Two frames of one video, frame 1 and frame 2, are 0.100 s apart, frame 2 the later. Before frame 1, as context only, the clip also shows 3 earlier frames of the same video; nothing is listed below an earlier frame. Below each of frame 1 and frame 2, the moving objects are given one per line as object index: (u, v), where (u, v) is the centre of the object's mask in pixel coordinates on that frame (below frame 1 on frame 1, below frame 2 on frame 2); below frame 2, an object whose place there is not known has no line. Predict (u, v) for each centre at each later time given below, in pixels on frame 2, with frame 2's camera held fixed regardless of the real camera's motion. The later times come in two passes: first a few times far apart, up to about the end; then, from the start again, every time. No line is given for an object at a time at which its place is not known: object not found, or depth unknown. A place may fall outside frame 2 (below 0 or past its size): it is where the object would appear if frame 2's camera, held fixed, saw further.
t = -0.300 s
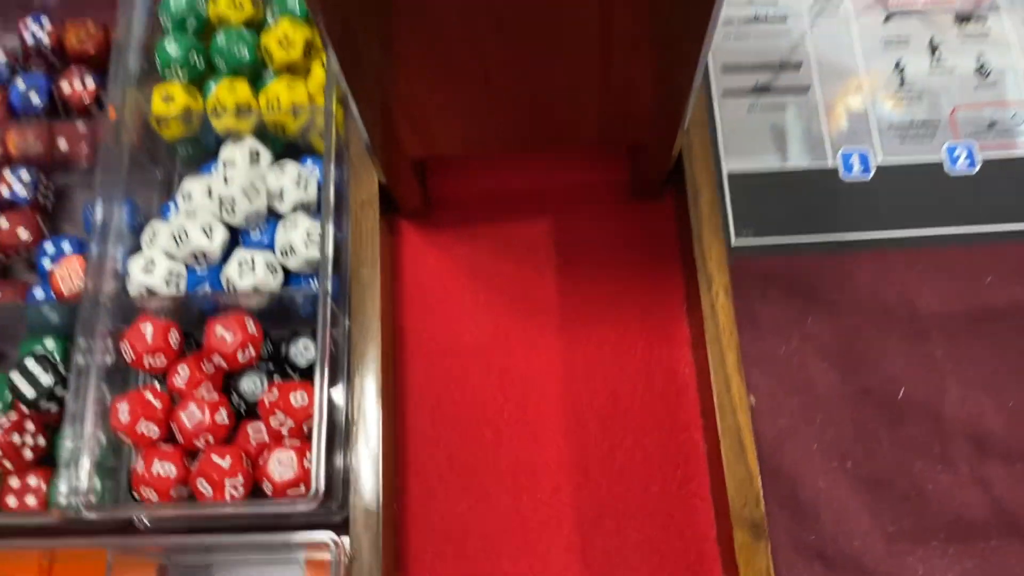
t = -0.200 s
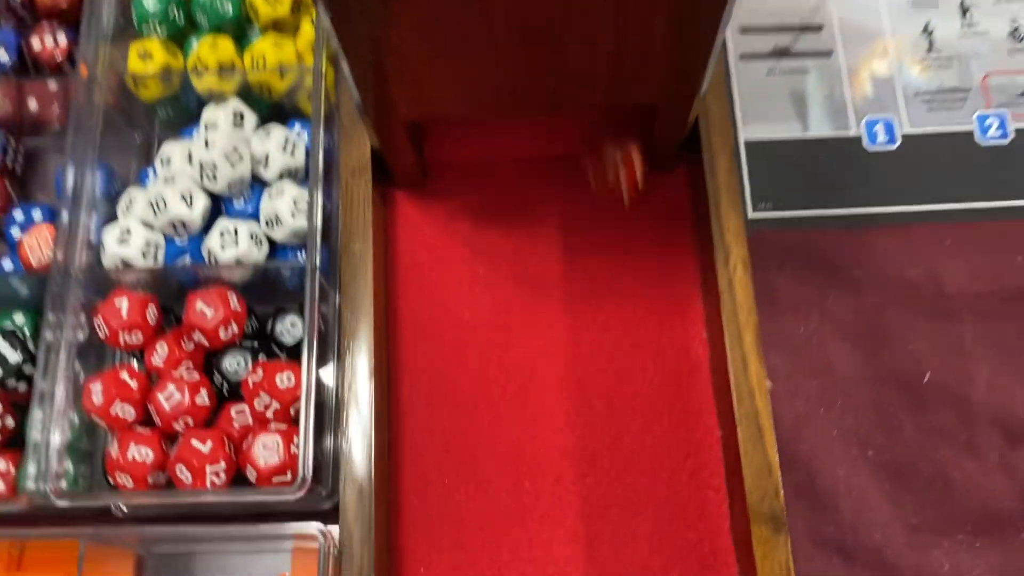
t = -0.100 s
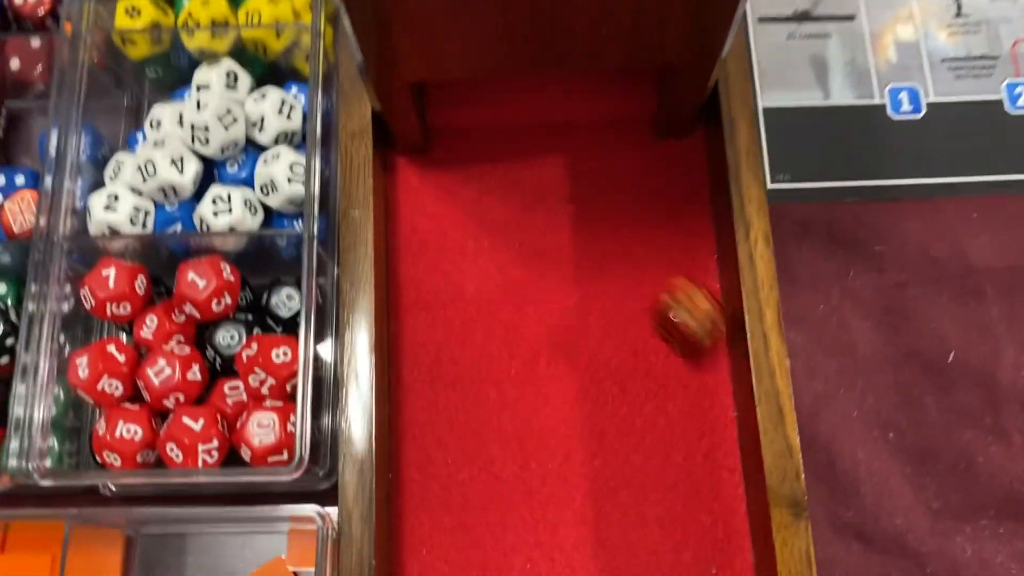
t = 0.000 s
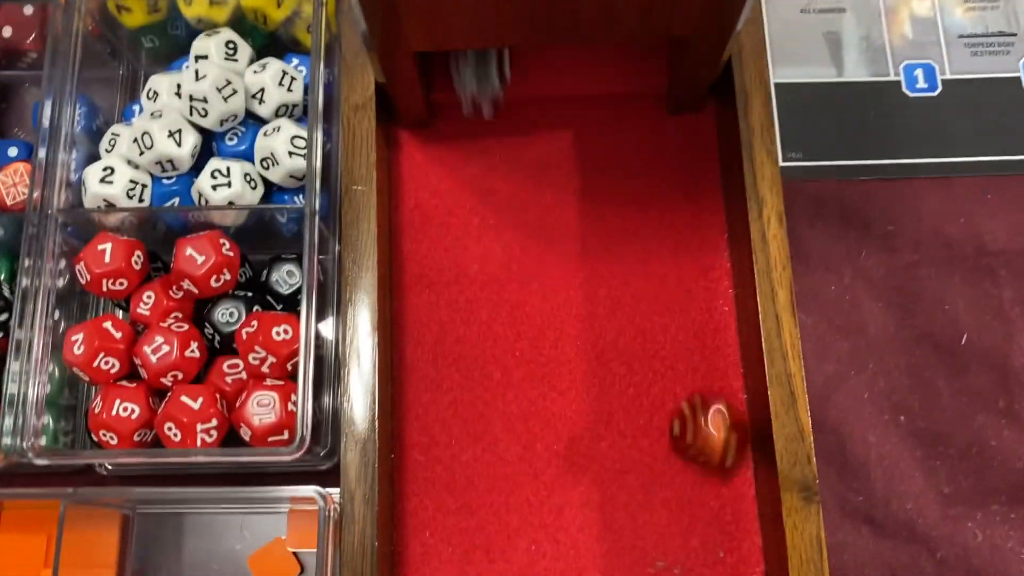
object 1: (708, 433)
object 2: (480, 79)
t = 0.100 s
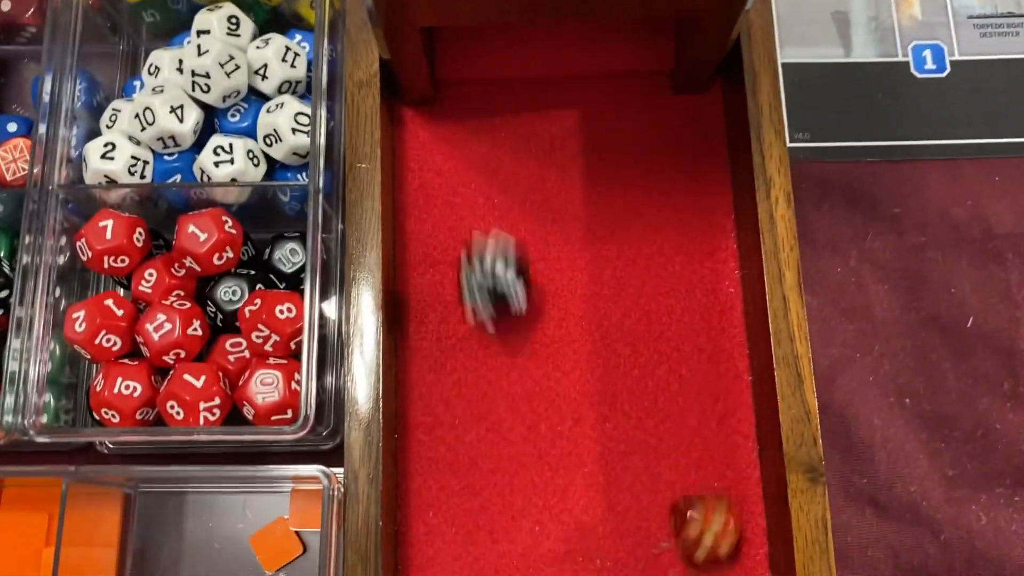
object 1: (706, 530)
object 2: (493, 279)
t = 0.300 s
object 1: (702, 569)
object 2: (440, 514)
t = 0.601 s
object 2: (462, 444)
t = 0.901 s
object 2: (453, 449)
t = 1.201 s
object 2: (454, 449)
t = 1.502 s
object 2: (453, 450)
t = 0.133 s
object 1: (697, 549)
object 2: (496, 365)
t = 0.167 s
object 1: (684, 564)
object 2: (495, 435)
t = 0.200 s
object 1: (678, 564)
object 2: (481, 506)
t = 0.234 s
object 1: (682, 564)
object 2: (467, 564)
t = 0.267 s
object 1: (693, 567)
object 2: (452, 553)
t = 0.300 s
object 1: (702, 569)
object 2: (440, 514)
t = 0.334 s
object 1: (701, 570)
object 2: (436, 494)
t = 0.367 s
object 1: (693, 570)
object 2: (433, 483)
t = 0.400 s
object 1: (693, 571)
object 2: (434, 475)
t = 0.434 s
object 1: (697, 571)
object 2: (435, 471)
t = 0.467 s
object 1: (697, 572)
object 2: (437, 467)
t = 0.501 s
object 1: (695, 573)
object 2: (439, 463)
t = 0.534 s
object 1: (697, 573)
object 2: (443, 458)
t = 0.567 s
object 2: (452, 448)
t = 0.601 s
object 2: (462, 444)
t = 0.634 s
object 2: (462, 446)
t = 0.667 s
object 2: (453, 449)
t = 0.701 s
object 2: (449, 449)
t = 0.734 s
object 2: (456, 448)
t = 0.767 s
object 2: (455, 448)
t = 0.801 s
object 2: (452, 449)
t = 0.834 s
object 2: (453, 449)
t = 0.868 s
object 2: (453, 449)
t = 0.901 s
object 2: (453, 449)
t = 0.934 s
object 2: (453, 449)
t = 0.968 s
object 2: (453, 449)
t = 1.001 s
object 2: (453, 449)
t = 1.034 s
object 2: (453, 449)
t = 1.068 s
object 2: (454, 449)
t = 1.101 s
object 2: (453, 449)
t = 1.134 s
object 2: (454, 449)
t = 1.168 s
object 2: (454, 449)
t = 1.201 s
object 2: (454, 449)
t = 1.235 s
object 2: (454, 449)
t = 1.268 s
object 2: (454, 449)
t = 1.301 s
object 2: (454, 449)
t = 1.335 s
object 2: (454, 449)
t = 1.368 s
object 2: (454, 449)
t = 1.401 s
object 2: (453, 449)
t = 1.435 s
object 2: (453, 450)
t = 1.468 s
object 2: (453, 450)
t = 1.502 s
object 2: (453, 450)
